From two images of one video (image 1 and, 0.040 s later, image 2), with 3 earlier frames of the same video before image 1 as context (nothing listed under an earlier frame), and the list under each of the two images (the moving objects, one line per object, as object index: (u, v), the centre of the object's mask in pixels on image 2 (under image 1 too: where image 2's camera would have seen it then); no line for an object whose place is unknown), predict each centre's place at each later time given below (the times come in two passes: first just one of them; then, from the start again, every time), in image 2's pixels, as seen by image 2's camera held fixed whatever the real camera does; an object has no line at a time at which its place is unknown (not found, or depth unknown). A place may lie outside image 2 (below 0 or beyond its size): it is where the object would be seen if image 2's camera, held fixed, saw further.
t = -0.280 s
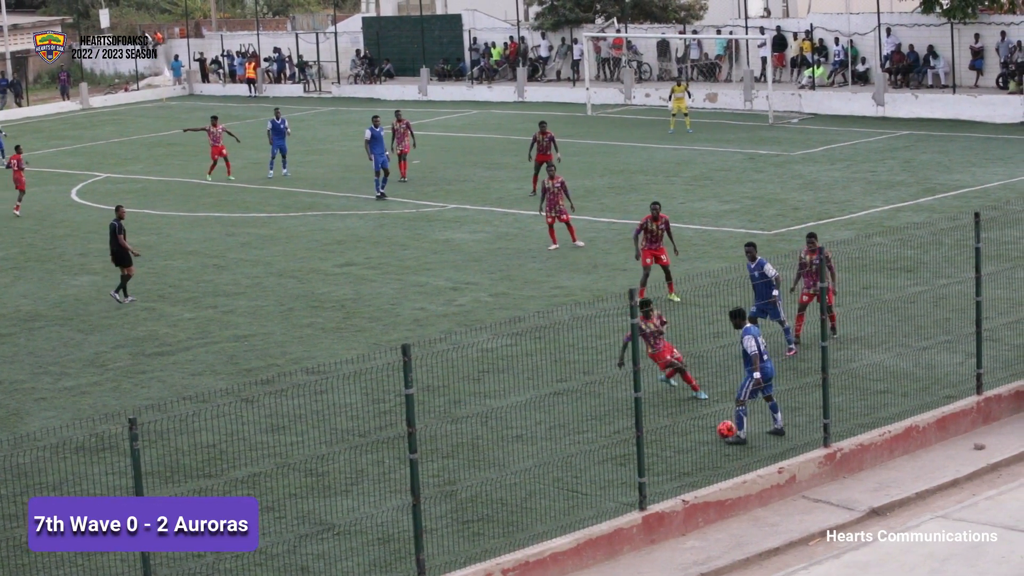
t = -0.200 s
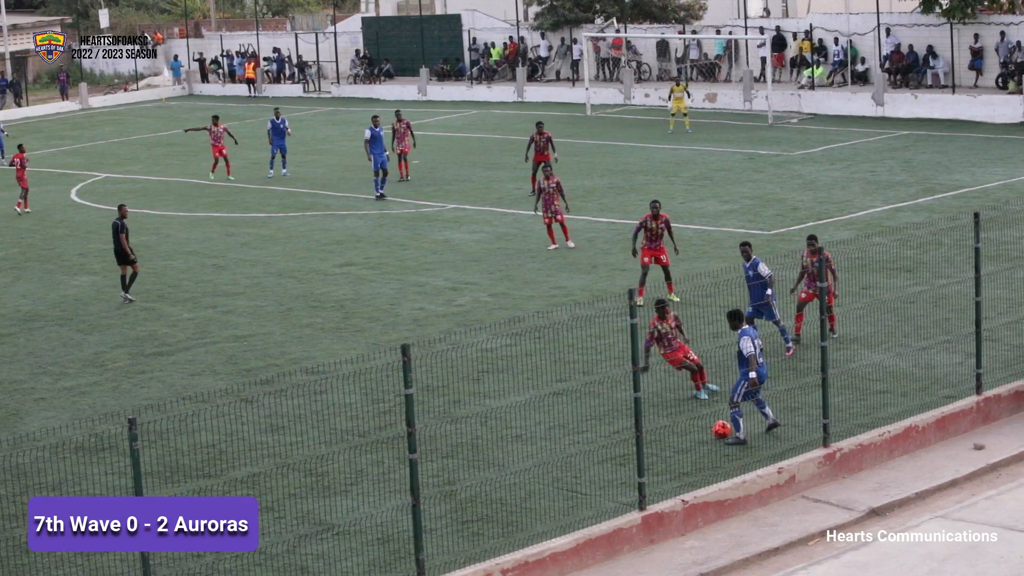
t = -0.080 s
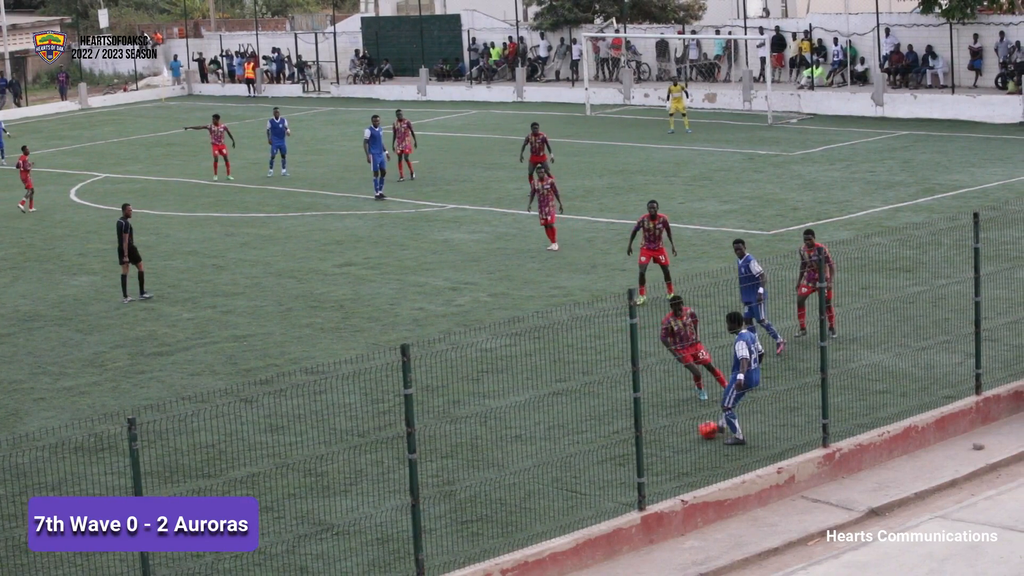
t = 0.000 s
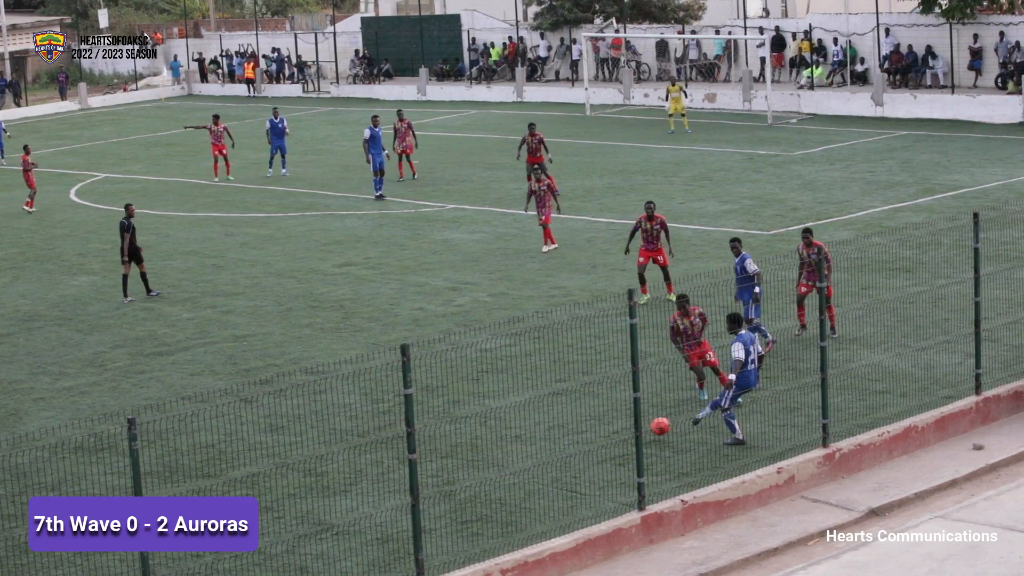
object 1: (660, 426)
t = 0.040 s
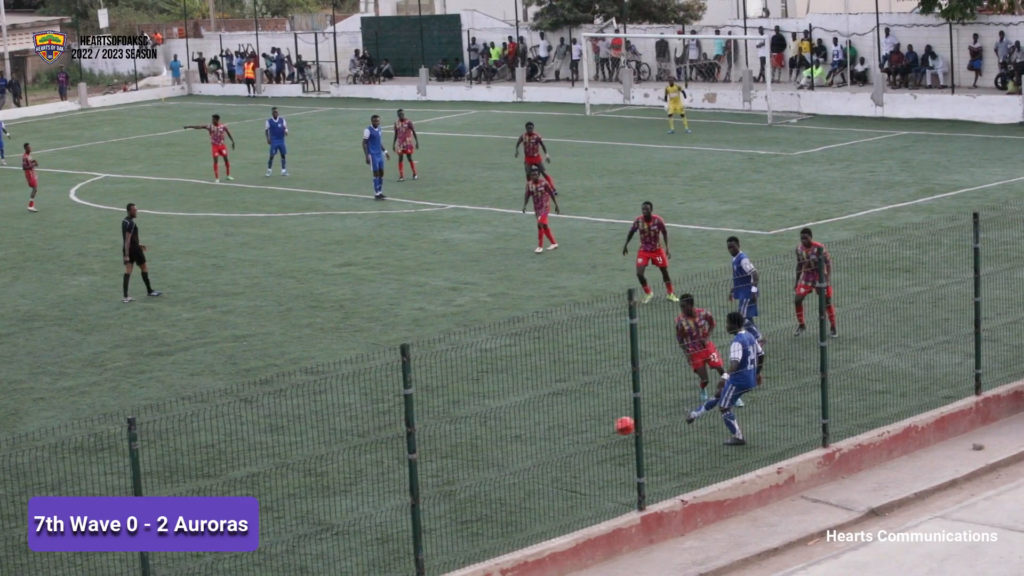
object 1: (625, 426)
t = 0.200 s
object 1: (520, 437)
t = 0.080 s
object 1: (601, 426)
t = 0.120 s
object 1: (567, 429)
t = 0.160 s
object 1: (543, 433)
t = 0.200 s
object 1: (520, 437)
